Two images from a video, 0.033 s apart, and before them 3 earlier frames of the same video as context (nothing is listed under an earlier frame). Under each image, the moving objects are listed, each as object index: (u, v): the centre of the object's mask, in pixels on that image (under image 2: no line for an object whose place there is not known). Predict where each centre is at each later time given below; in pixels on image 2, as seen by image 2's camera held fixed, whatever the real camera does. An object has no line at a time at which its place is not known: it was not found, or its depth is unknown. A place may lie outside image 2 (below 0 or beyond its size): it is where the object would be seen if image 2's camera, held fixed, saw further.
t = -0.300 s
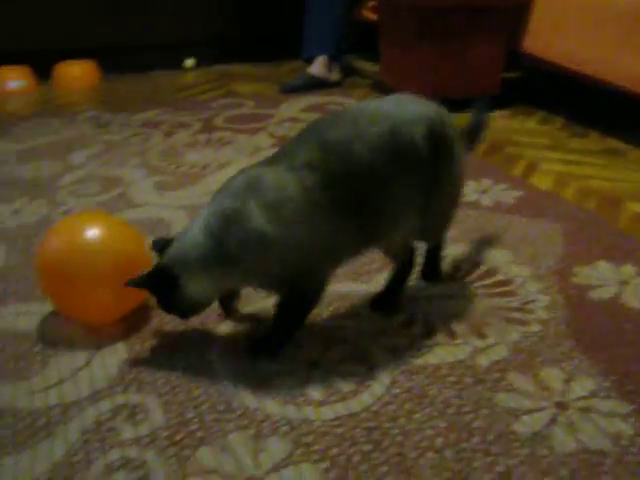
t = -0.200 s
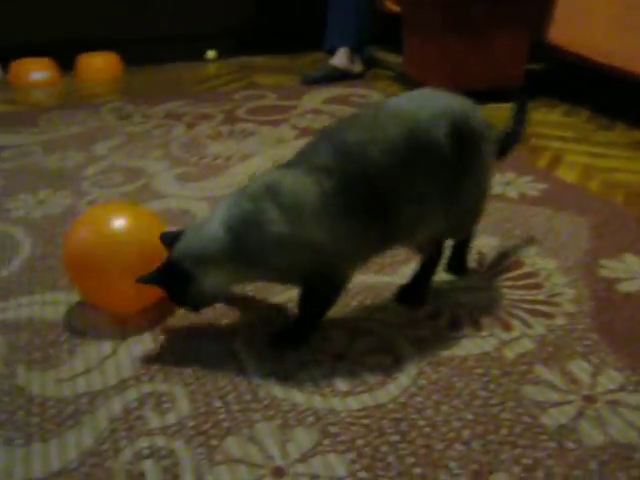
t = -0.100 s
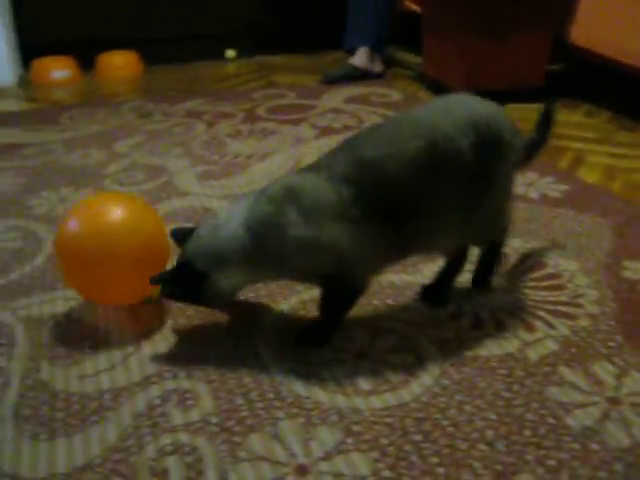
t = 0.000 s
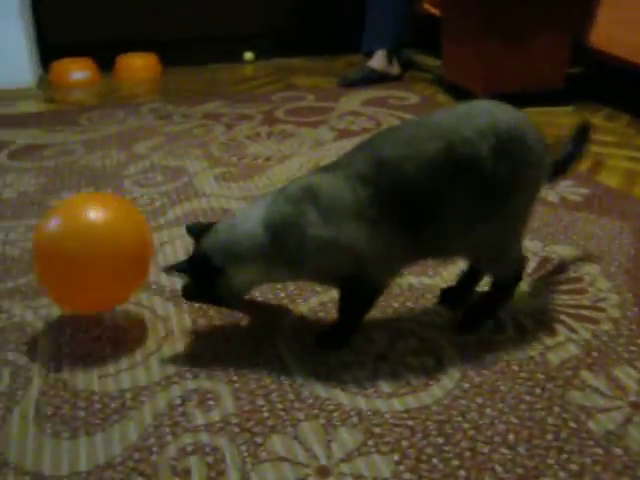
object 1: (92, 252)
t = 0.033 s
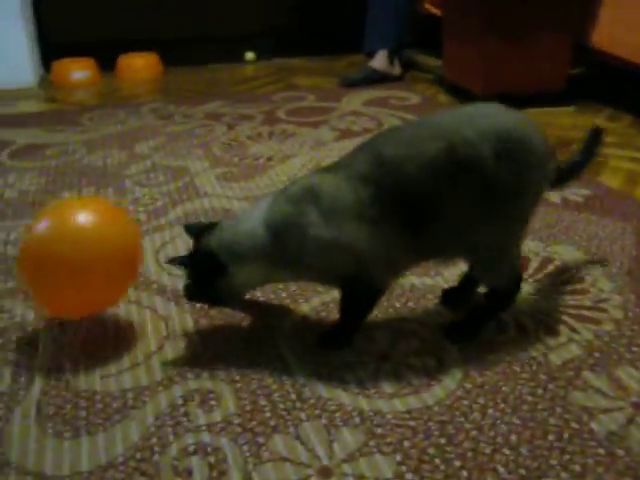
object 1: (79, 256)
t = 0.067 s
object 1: (64, 263)
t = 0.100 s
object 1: (52, 270)
